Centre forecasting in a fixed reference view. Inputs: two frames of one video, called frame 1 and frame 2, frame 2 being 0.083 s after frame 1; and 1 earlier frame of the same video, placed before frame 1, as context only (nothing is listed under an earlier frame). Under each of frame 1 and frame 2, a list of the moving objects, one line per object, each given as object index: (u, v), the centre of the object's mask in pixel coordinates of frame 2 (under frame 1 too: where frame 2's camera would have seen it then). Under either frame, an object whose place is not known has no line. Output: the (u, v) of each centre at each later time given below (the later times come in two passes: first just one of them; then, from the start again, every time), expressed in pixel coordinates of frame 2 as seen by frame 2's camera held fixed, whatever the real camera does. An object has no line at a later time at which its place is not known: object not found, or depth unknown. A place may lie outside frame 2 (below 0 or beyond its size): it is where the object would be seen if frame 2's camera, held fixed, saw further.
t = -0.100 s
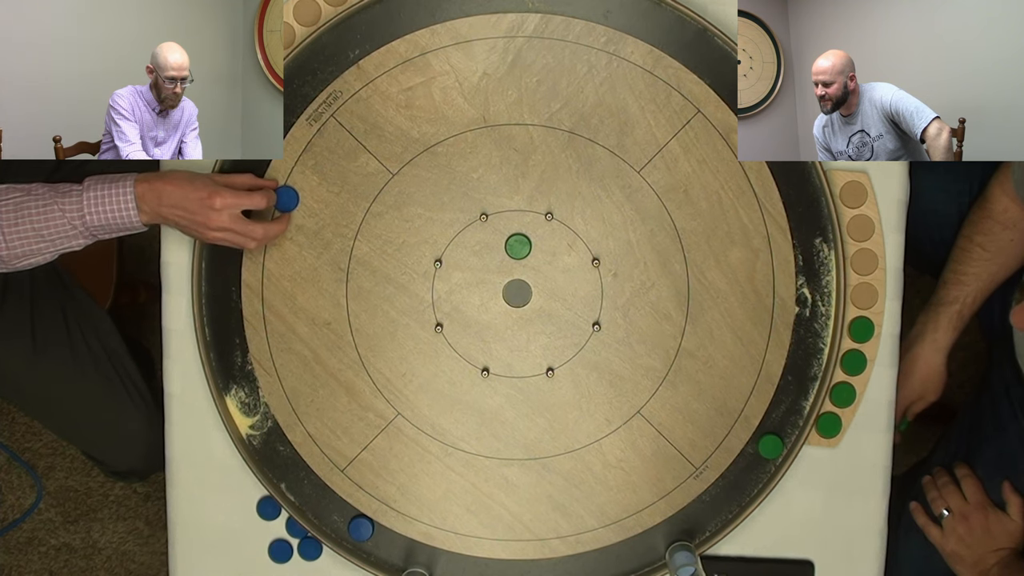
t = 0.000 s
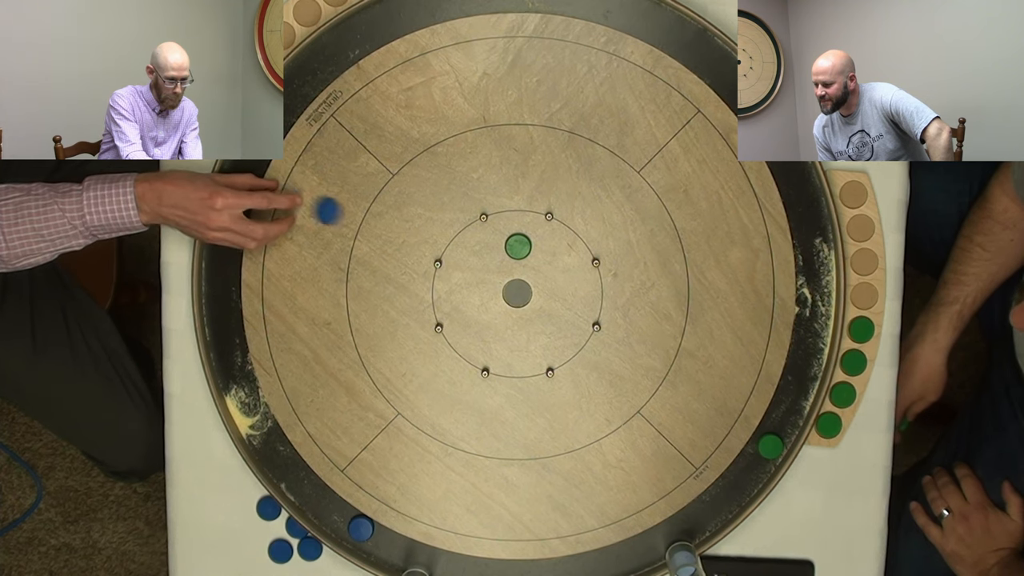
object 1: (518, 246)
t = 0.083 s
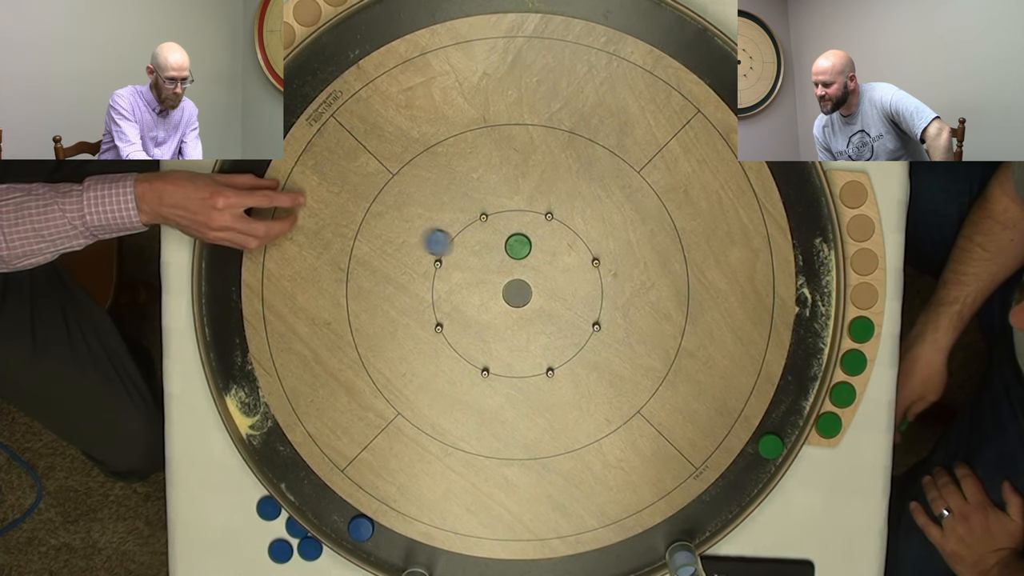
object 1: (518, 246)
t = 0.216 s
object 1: (583, 221)
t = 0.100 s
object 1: (518, 246)
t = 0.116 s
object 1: (518, 246)
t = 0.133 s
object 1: (520, 245)
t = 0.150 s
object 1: (533, 240)
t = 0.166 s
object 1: (546, 236)
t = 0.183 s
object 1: (559, 231)
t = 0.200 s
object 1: (571, 226)
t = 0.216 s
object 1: (583, 221)
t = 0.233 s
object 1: (595, 217)
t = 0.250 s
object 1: (607, 212)
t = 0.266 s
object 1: (619, 208)
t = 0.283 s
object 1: (630, 204)
